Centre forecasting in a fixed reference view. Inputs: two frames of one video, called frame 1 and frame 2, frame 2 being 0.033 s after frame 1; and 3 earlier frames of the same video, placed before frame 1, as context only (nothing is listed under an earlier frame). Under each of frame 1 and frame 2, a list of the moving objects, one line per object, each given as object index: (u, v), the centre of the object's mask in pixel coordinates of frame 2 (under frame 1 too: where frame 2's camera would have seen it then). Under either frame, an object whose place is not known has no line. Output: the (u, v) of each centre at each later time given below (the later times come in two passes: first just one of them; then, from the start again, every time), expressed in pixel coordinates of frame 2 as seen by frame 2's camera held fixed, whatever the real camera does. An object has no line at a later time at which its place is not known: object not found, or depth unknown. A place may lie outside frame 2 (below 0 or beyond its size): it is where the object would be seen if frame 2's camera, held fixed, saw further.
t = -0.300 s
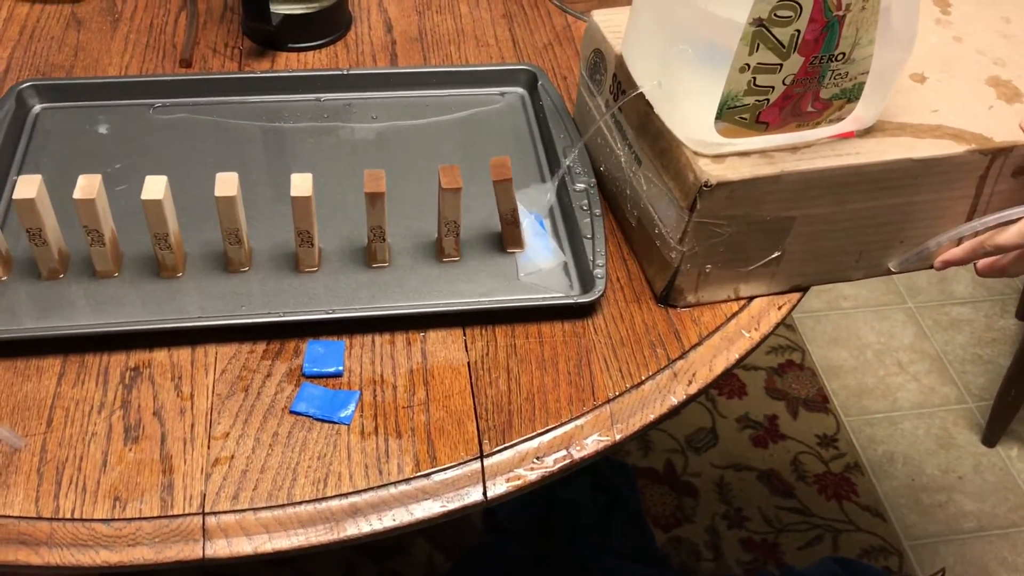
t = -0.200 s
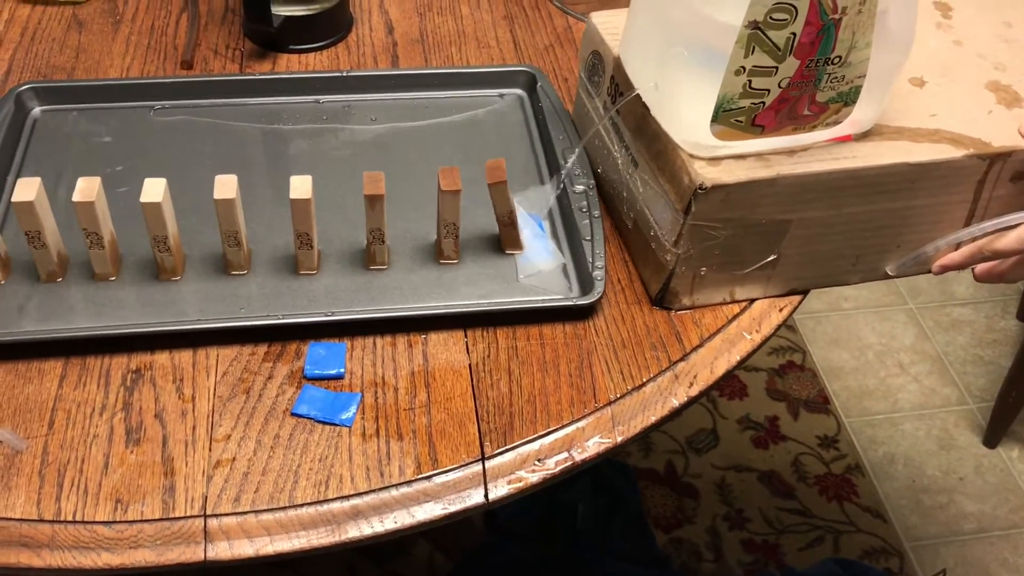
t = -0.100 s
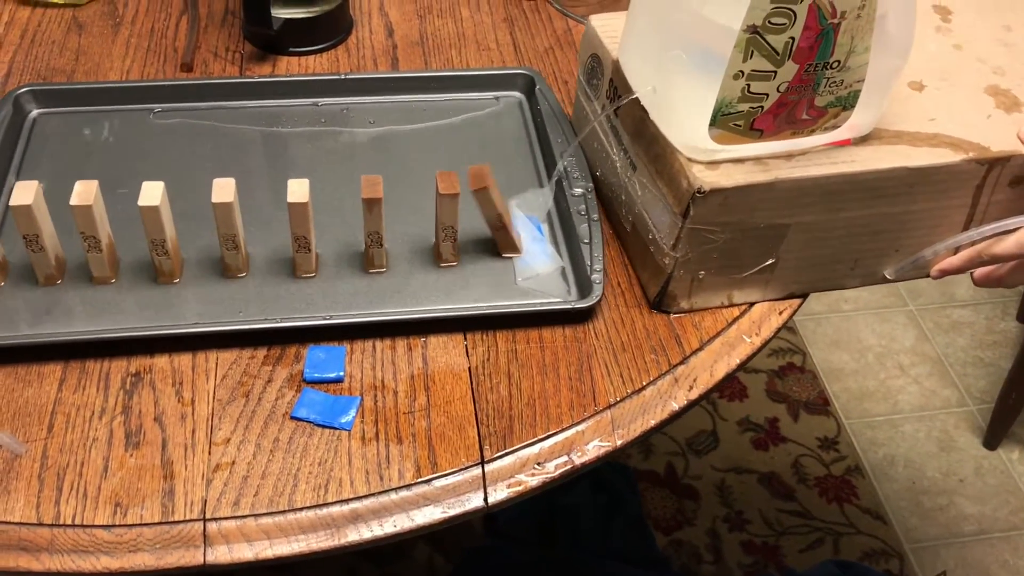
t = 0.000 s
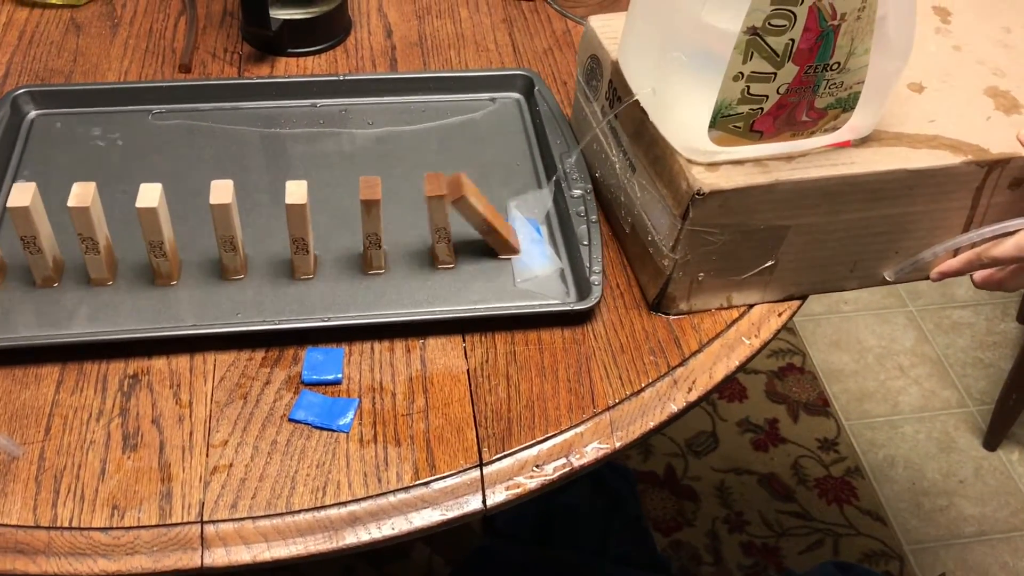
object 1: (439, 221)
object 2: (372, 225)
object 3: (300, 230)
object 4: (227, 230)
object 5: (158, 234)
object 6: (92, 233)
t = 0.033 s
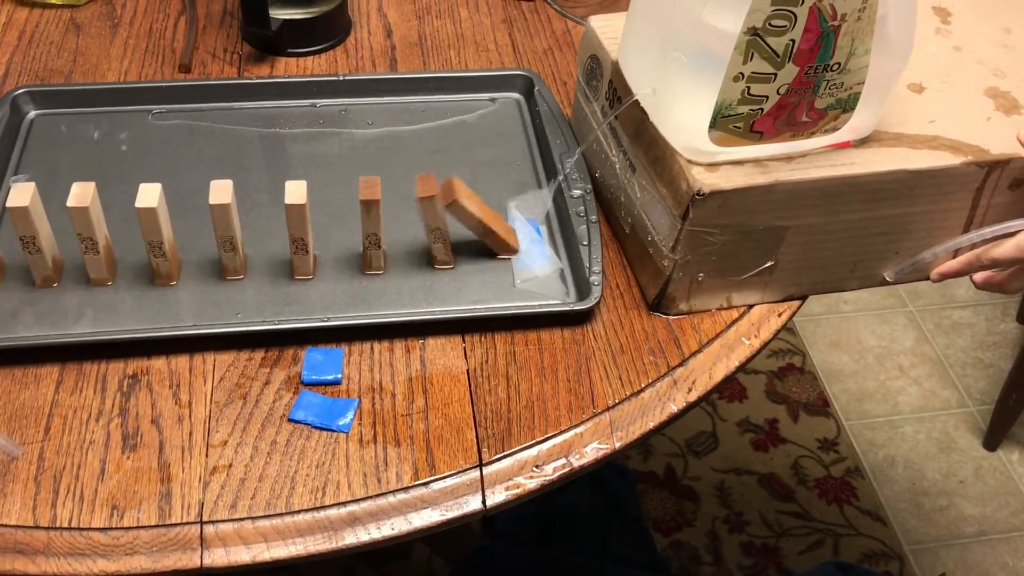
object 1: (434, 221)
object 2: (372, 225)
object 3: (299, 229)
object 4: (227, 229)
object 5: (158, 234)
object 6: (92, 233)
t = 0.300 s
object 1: (385, 243)
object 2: (315, 240)
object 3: (260, 231)
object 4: (218, 226)
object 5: (158, 234)
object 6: (92, 233)
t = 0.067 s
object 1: (426, 221)
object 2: (371, 224)
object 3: (300, 229)
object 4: (227, 230)
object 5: (158, 234)
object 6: (92, 233)
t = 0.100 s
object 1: (414, 223)
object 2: (371, 224)
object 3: (299, 229)
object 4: (227, 229)
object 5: (158, 234)
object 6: (92, 233)
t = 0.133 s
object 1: (407, 224)
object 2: (364, 224)
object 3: (300, 230)
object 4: (227, 229)
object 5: (158, 234)
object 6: (92, 233)
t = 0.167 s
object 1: (402, 229)
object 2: (355, 224)
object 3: (300, 230)
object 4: (227, 229)
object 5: (158, 234)
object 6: (92, 233)
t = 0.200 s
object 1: (394, 234)
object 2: (343, 227)
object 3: (298, 228)
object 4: (227, 229)
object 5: (158, 234)
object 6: (92, 233)
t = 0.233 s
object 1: (389, 237)
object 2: (332, 229)
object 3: (287, 227)
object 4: (227, 229)
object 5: (158, 234)
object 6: (92, 233)
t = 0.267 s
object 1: (386, 241)
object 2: (323, 234)
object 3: (274, 228)
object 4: (227, 230)
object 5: (158, 233)
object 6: (92, 233)
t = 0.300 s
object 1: (385, 243)
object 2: (315, 240)
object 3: (260, 231)
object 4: (218, 226)
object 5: (158, 234)
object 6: (92, 233)
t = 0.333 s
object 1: (384, 245)
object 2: (311, 244)
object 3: (247, 235)
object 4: (203, 226)
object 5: (157, 234)
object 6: (92, 233)
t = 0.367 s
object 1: (383, 246)
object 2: (310, 247)
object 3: (244, 242)
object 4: (189, 229)
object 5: (146, 230)
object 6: (92, 232)
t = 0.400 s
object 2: (309, 250)
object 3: (240, 246)
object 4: (177, 234)
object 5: (129, 232)
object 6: (89, 233)
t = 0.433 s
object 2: (308, 250)
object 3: (239, 249)
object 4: (169, 239)
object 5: (114, 235)
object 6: (76, 230)
